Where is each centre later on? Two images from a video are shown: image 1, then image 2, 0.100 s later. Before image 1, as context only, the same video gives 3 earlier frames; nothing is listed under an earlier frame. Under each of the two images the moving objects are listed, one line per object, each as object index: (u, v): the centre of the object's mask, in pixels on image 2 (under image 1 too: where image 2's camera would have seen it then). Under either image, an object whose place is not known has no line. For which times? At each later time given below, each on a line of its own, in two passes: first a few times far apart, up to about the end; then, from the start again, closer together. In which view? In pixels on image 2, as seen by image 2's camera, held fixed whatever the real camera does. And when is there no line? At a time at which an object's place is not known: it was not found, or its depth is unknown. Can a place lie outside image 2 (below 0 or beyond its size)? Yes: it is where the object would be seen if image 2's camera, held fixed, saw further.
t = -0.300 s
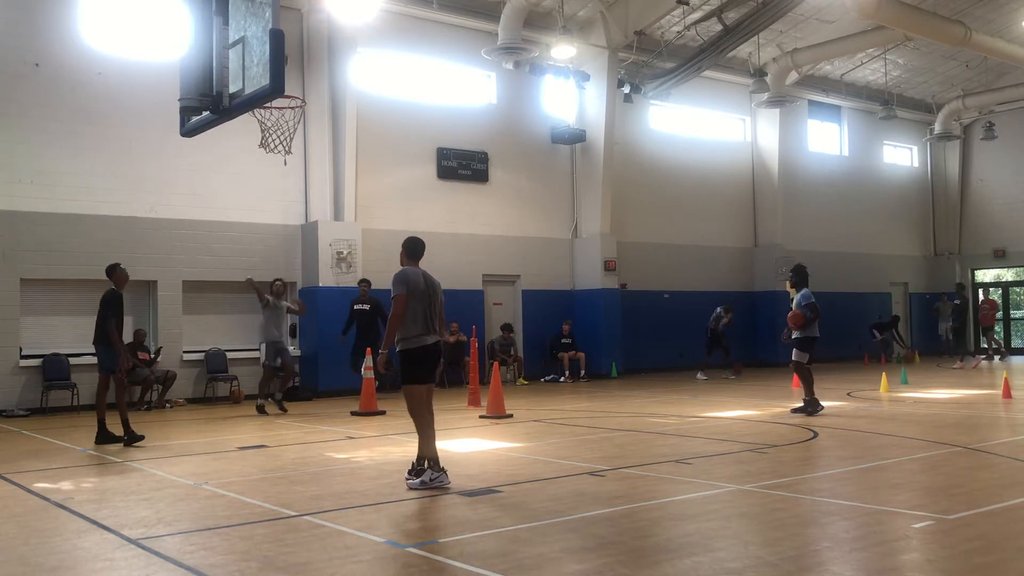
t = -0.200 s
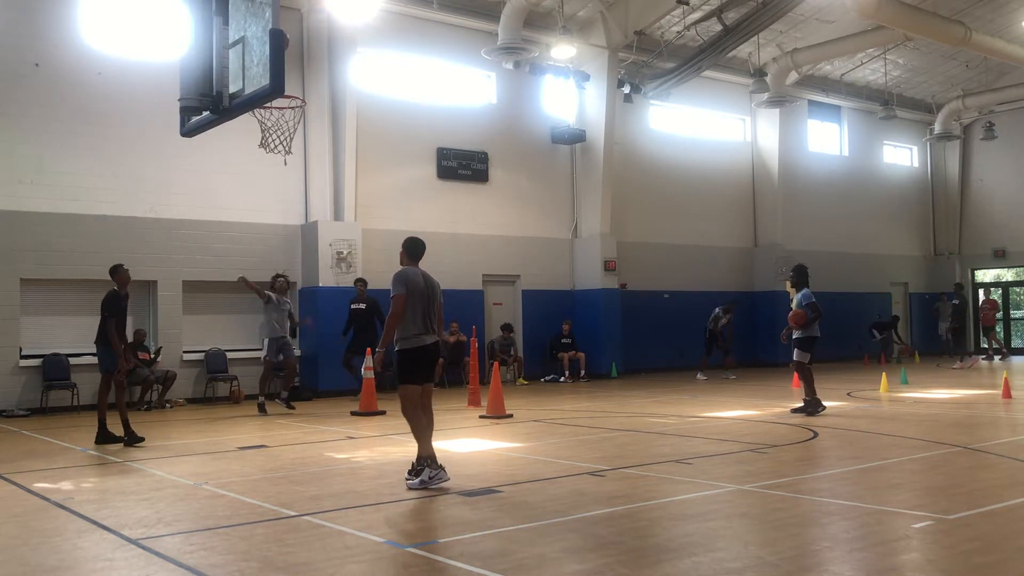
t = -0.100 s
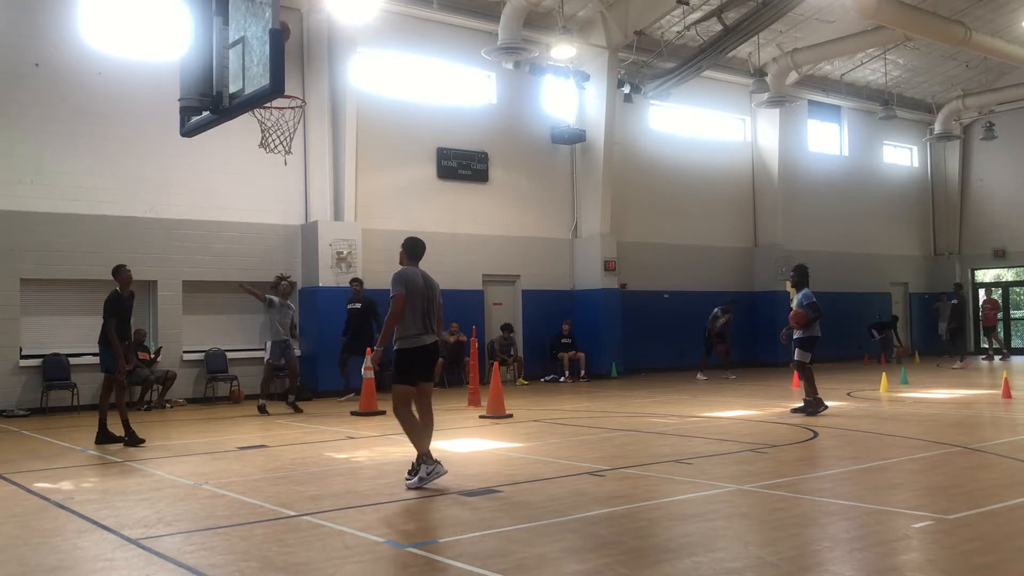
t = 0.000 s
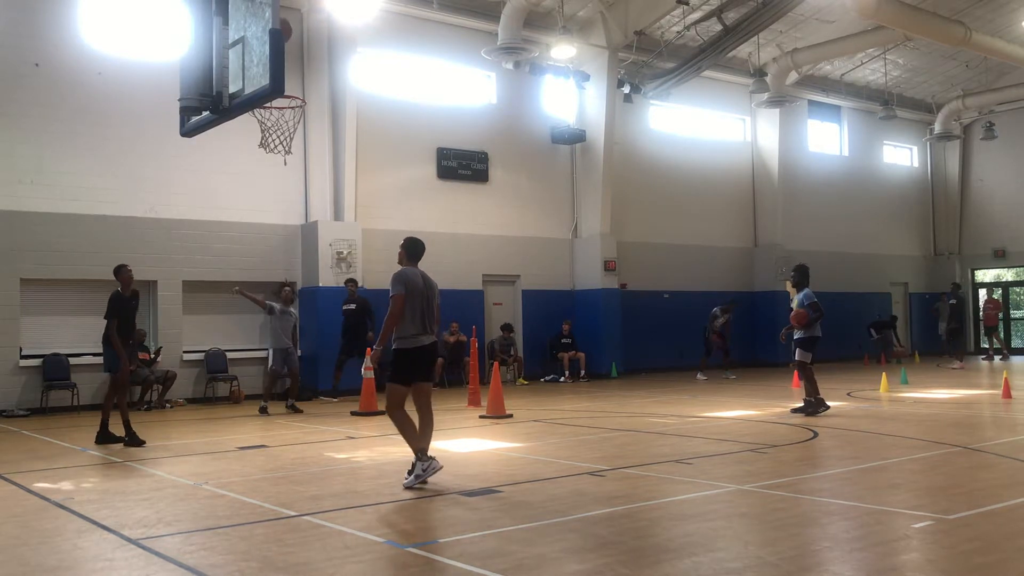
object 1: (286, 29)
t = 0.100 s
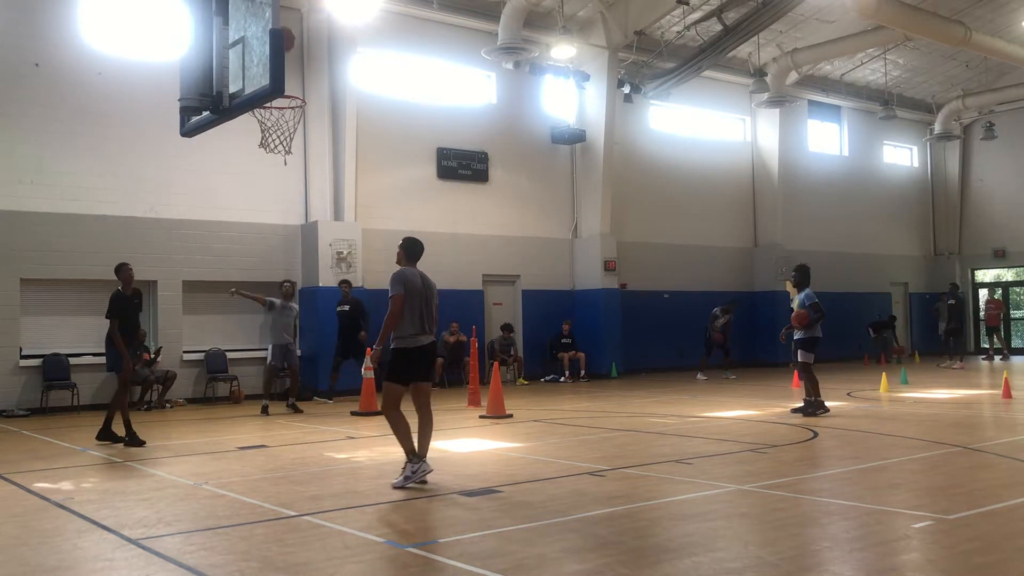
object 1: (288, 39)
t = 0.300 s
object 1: (289, 94)
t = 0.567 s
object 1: (266, 146)
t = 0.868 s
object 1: (234, 290)
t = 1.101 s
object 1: (206, 477)
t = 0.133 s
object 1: (289, 45)
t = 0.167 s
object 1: (290, 53)
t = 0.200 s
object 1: (290, 60)
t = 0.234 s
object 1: (291, 70)
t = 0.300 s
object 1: (289, 94)
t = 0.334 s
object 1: (287, 109)
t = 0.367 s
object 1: (286, 119)
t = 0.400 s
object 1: (283, 120)
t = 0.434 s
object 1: (279, 123)
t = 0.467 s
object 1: (276, 126)
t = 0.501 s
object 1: (273, 132)
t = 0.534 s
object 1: (269, 138)
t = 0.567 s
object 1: (266, 146)
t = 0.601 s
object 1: (262, 156)
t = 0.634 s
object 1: (259, 167)
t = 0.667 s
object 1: (255, 180)
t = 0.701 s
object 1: (252, 194)
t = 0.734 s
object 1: (248, 210)
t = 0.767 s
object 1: (244, 228)
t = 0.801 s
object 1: (241, 246)
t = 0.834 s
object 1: (237, 266)
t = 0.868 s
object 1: (234, 290)
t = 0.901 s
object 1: (230, 314)
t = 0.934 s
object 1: (227, 337)
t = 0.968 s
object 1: (220, 367)
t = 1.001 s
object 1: (217, 397)
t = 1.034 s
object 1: (214, 431)
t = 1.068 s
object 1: (211, 463)
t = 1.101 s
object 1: (206, 477)
